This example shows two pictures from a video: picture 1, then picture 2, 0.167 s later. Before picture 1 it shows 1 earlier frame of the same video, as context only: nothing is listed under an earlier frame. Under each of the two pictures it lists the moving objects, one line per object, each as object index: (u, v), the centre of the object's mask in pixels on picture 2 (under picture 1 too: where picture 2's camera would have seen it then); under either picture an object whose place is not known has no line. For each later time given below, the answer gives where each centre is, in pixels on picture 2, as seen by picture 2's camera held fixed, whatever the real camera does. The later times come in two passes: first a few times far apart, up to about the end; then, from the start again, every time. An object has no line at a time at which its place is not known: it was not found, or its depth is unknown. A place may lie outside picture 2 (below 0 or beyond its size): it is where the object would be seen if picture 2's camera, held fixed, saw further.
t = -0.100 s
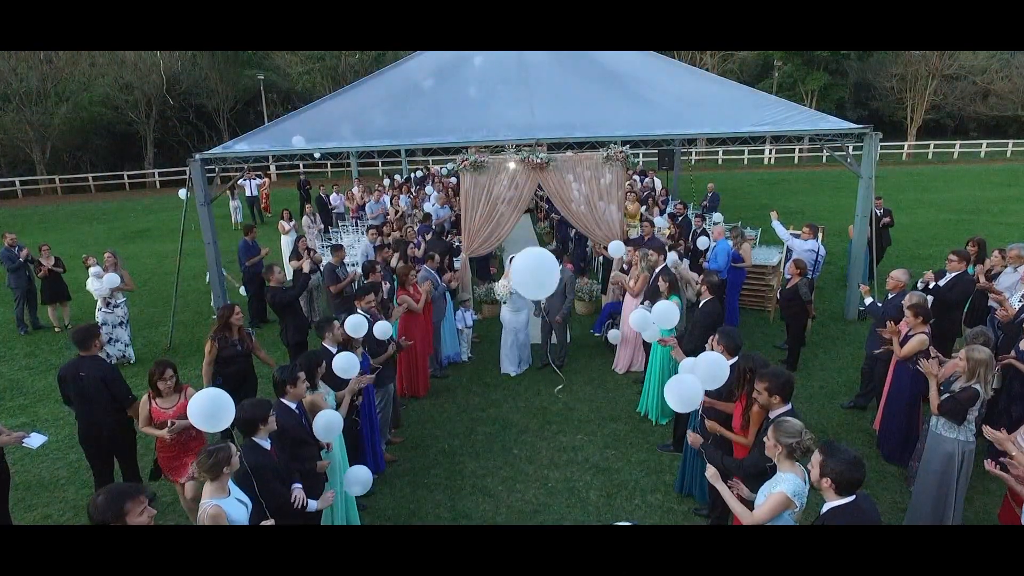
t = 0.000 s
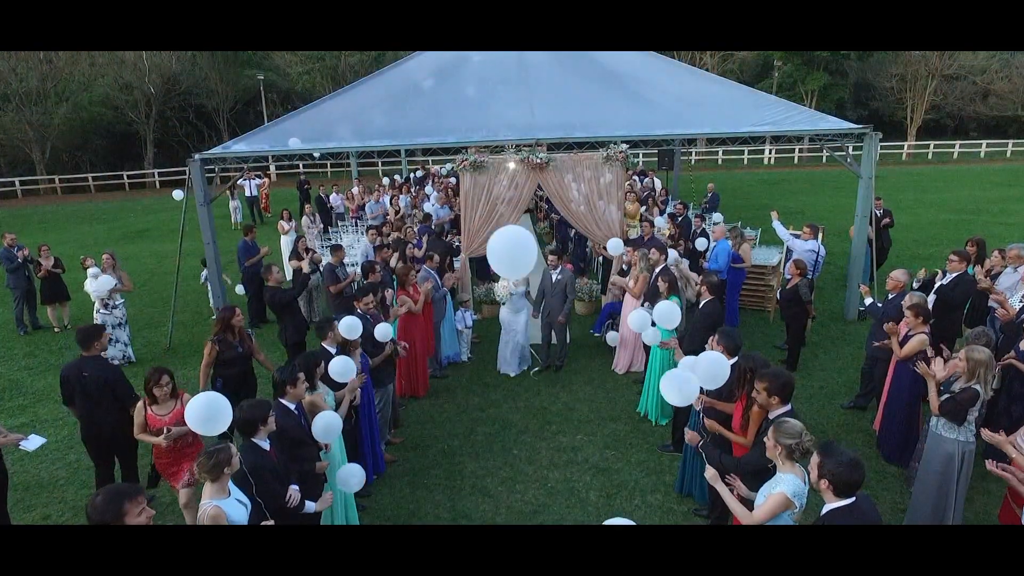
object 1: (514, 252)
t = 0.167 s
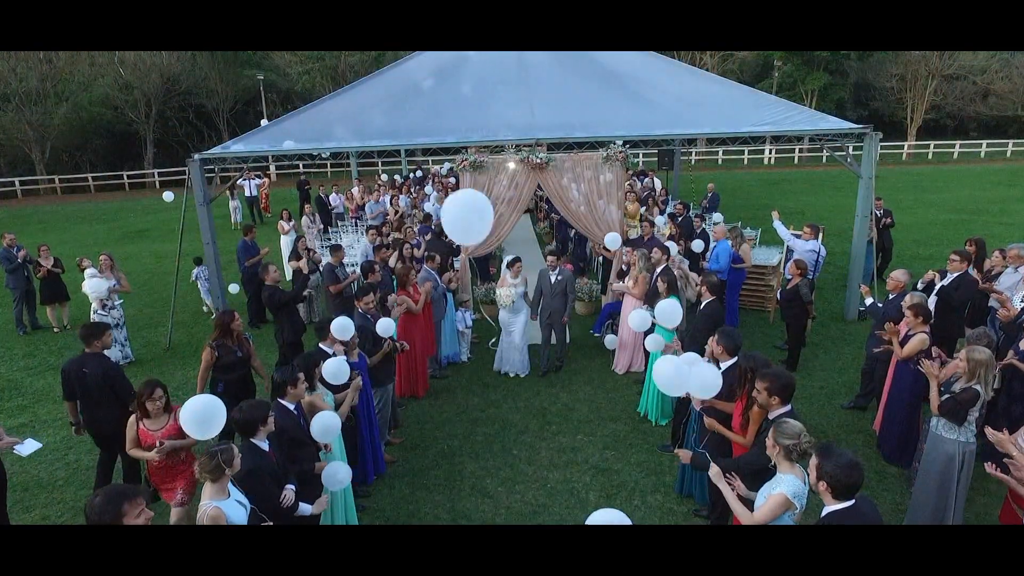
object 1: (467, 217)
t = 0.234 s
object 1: (447, 203)
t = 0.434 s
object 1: (382, 158)
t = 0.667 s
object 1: (303, 101)
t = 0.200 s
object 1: (457, 210)
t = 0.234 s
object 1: (447, 203)
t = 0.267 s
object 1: (436, 195)
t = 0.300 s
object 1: (425, 188)
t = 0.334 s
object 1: (414, 181)
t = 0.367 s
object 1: (404, 173)
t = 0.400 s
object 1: (393, 165)
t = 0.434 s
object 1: (382, 158)
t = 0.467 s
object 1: (370, 150)
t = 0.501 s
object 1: (359, 142)
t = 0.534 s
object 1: (348, 134)
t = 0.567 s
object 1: (337, 127)
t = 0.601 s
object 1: (326, 118)
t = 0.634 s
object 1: (315, 110)
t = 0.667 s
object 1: (303, 101)
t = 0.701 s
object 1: (292, 92)
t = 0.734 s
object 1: (280, 84)
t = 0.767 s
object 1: (269, 78)
